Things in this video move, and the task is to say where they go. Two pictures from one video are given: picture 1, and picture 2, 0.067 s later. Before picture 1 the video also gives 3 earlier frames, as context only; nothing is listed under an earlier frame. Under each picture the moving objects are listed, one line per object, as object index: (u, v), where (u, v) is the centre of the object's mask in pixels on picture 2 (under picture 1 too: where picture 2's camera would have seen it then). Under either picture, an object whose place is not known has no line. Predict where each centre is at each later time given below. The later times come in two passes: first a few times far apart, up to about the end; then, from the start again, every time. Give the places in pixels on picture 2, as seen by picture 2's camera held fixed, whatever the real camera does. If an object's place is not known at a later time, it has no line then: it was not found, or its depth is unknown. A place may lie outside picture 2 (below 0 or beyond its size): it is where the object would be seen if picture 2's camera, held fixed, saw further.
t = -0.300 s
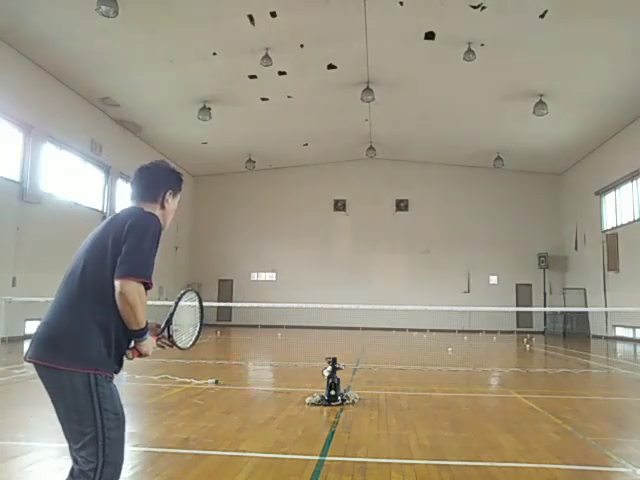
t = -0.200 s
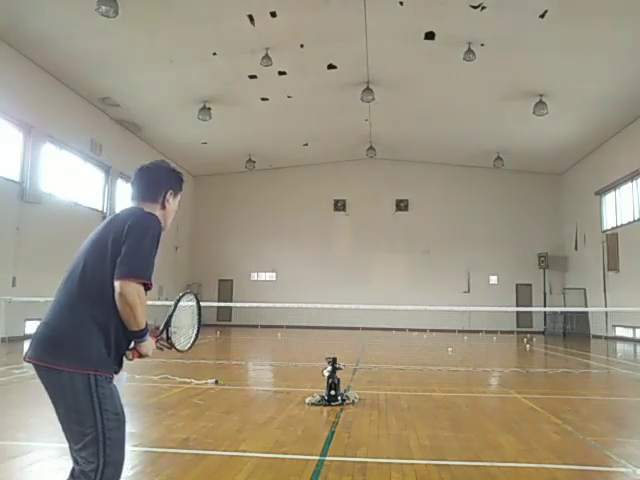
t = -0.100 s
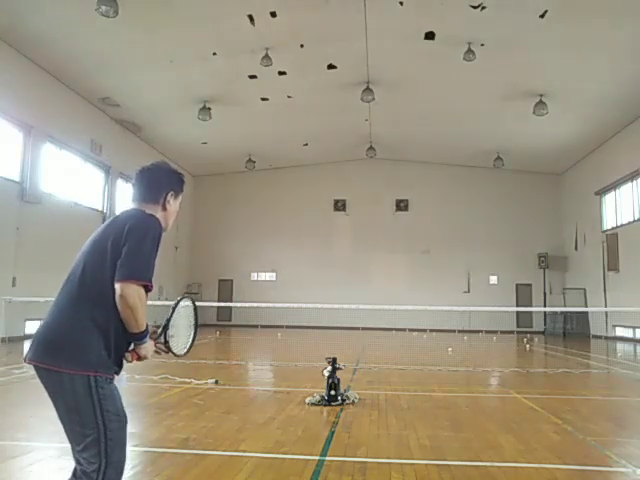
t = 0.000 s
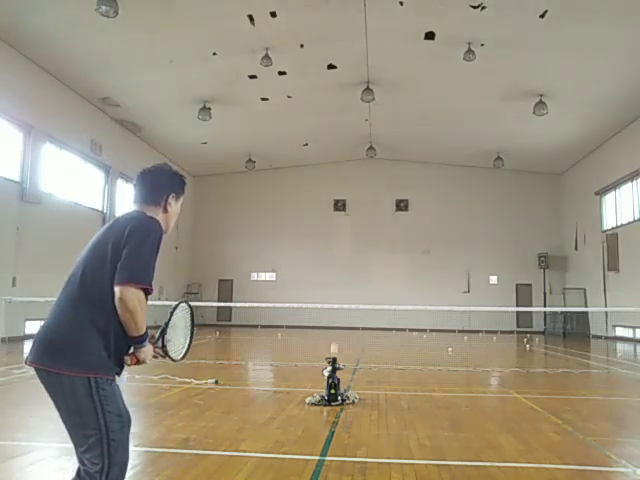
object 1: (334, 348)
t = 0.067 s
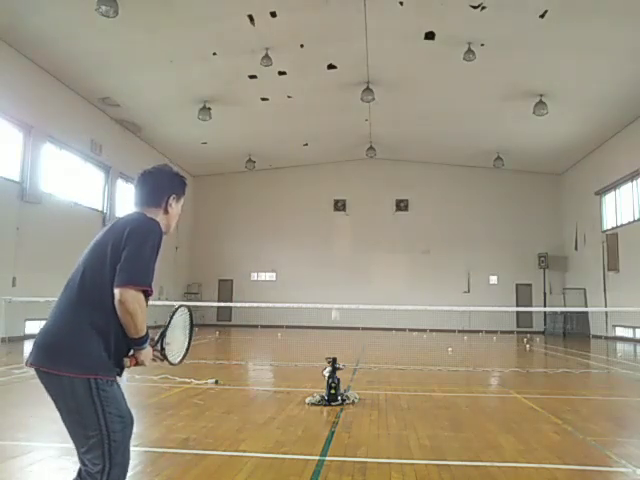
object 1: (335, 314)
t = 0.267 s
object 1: (338, 228)
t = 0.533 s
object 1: (345, 155)
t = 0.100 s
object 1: (335, 298)
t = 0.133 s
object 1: (336, 283)
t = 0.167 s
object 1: (336, 268)
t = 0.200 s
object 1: (337, 254)
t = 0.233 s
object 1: (338, 241)
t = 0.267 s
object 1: (338, 228)
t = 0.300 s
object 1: (340, 215)
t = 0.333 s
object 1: (340, 204)
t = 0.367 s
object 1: (341, 194)
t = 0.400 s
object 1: (341, 184)
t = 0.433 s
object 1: (342, 175)
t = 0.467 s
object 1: (343, 167)
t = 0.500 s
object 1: (344, 160)
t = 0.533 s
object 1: (345, 155)
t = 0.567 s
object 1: (345, 151)
